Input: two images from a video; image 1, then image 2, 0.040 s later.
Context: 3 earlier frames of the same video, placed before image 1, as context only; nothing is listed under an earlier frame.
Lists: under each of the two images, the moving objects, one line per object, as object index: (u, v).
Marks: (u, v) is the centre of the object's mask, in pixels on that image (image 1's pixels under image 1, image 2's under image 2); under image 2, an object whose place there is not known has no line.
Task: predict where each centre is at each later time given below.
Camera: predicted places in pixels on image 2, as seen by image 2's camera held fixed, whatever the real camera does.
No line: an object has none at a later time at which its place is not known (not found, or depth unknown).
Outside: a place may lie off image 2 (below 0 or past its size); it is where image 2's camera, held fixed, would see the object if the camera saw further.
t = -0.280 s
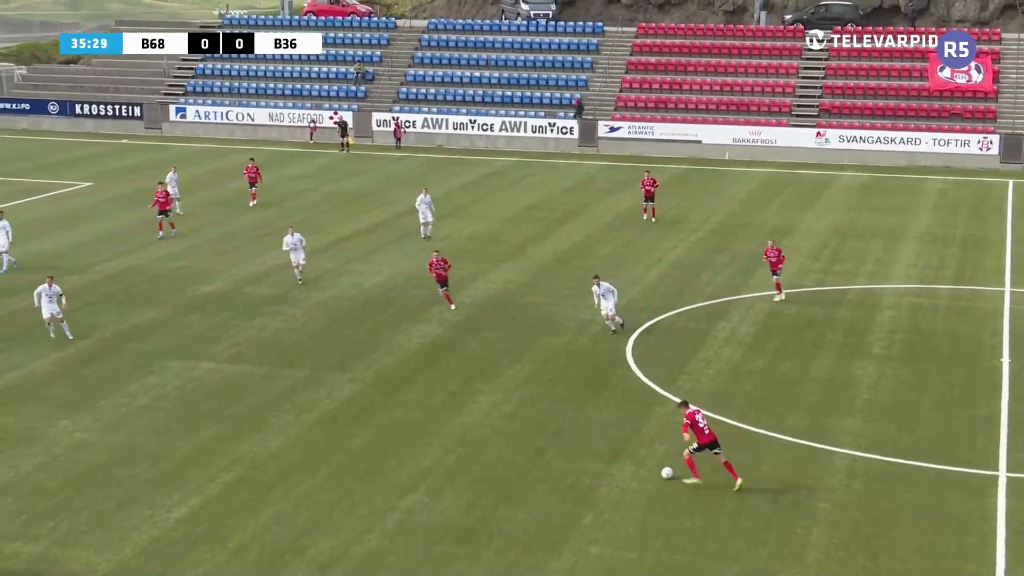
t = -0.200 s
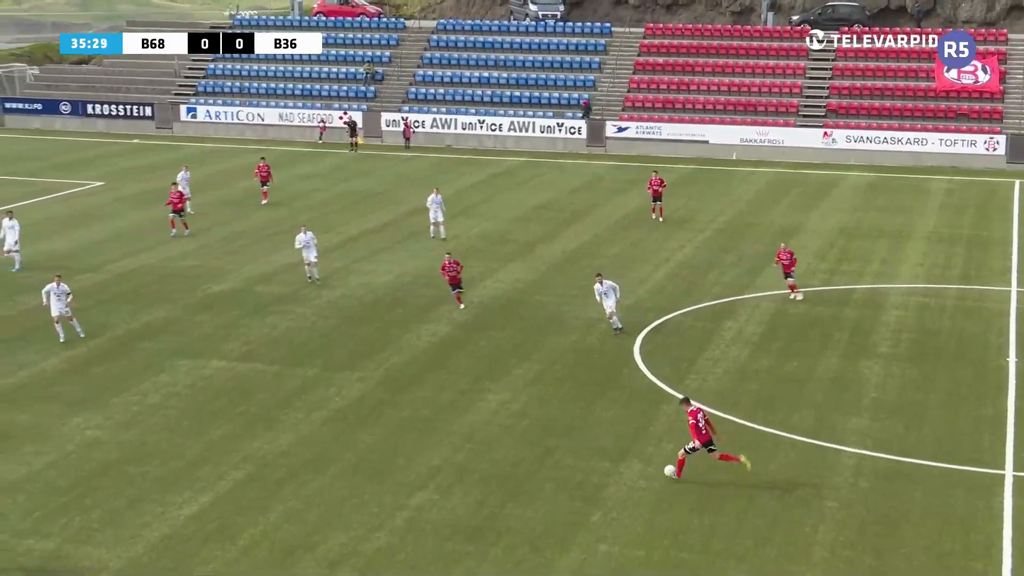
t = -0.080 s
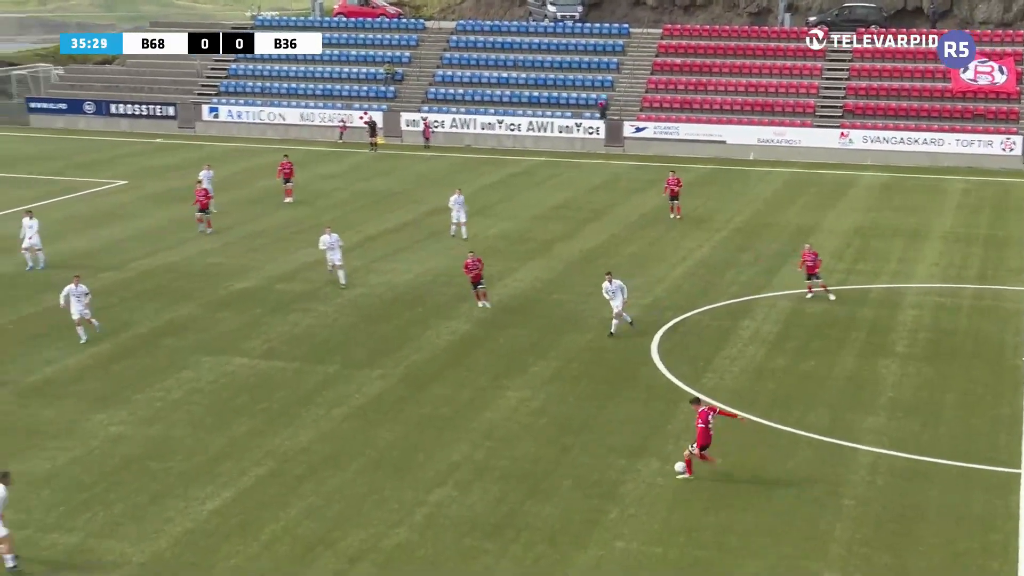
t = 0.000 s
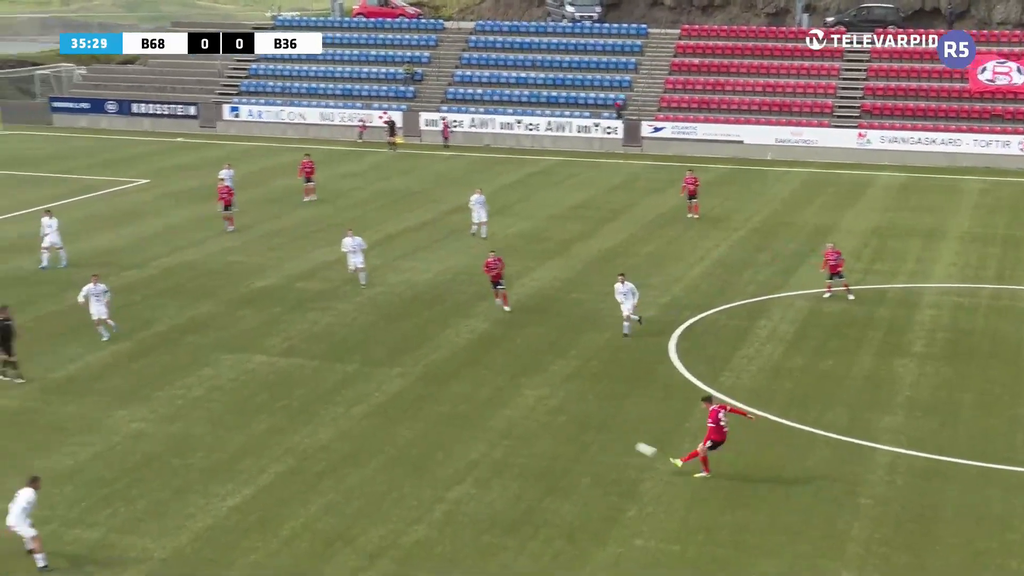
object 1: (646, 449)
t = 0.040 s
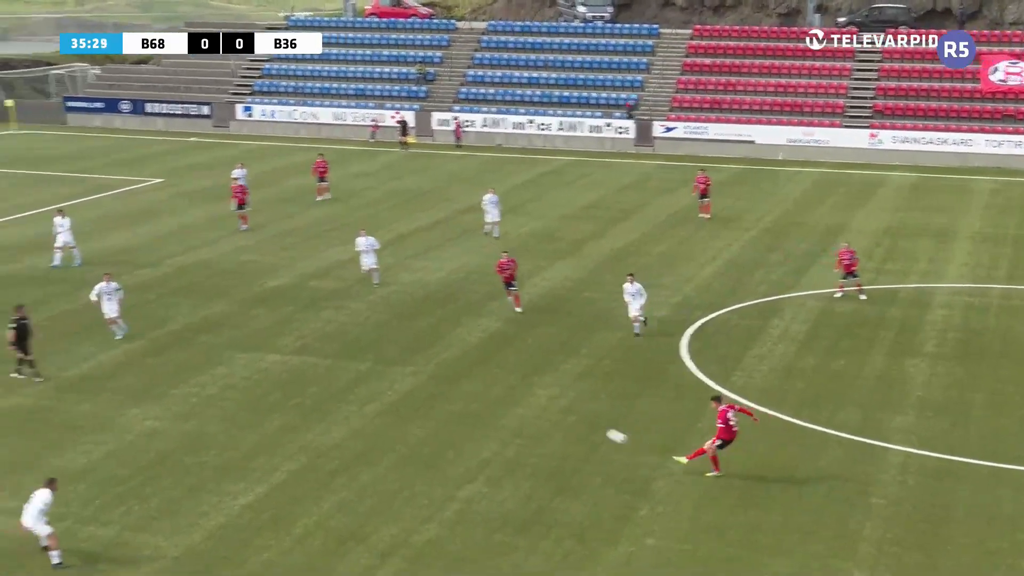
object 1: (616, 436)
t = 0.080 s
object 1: (576, 425)
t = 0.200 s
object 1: (461, 392)
